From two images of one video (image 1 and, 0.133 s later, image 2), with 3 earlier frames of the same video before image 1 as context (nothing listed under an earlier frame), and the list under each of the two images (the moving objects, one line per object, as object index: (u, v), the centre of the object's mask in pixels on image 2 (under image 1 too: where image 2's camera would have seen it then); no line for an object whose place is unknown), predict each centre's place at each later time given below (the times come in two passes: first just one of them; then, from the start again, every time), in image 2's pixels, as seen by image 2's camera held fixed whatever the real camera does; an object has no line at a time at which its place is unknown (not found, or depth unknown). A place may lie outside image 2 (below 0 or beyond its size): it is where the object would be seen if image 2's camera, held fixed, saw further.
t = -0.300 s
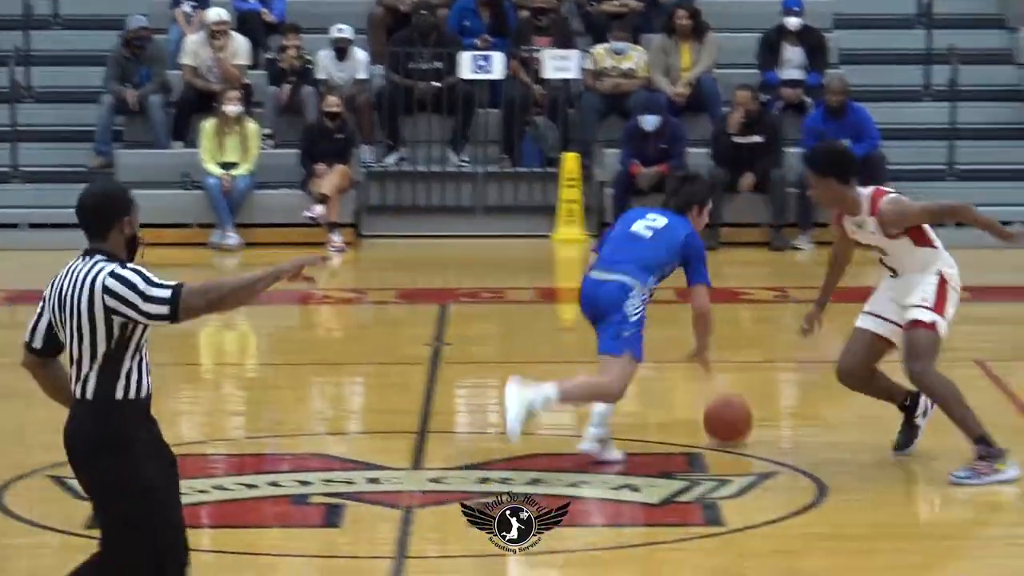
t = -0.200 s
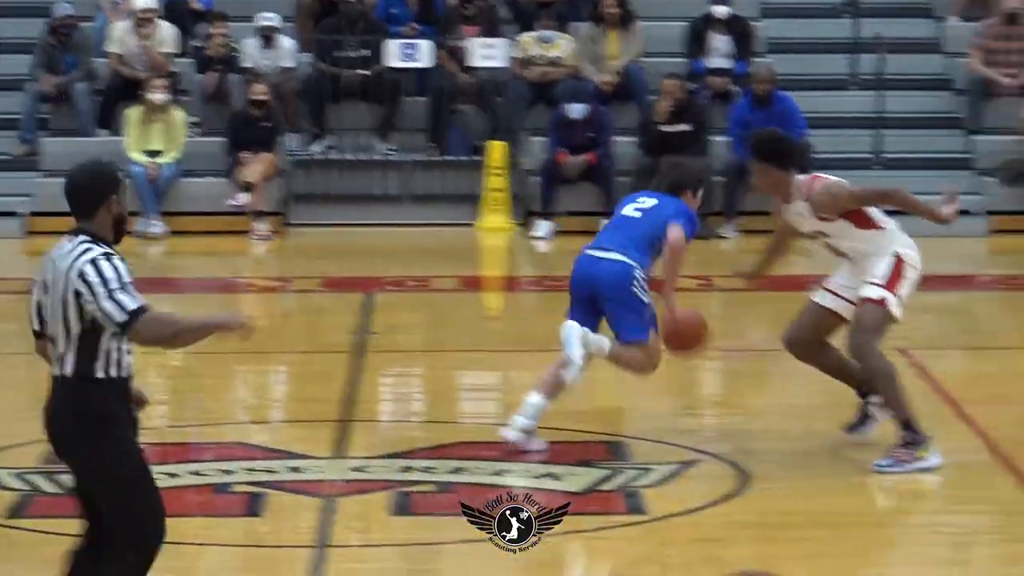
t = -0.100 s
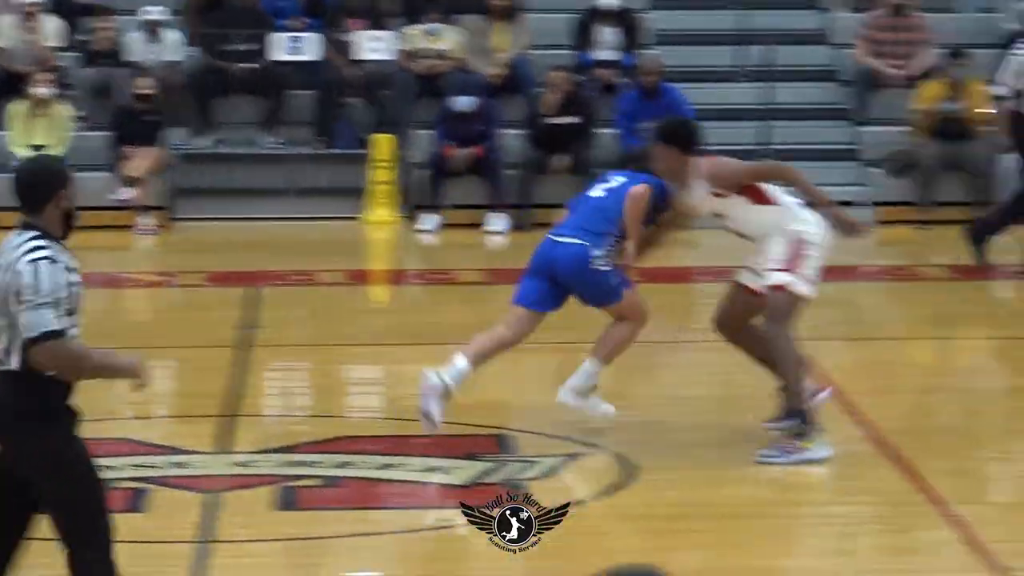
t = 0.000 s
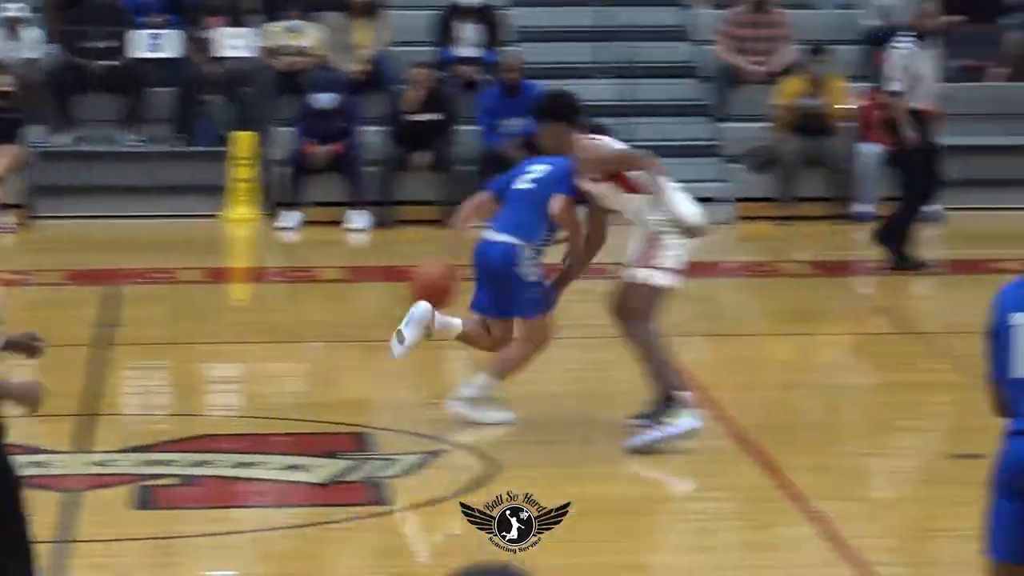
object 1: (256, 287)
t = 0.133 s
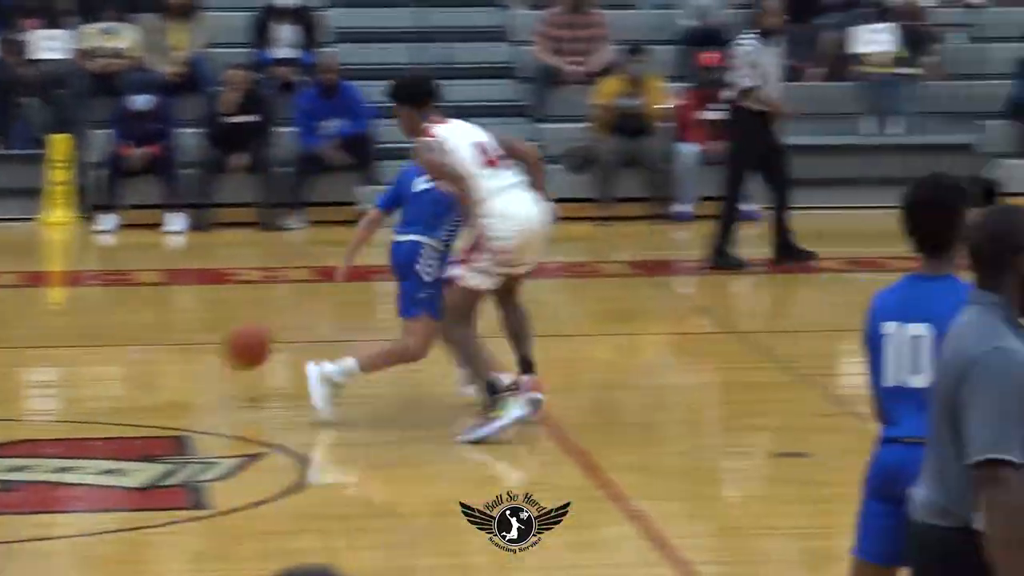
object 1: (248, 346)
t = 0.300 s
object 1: (277, 318)
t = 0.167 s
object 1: (246, 366)
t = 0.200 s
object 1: (250, 367)
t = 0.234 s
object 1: (258, 349)
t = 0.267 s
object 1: (268, 332)
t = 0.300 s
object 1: (277, 318)
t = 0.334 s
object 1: (285, 306)
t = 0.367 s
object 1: (293, 297)
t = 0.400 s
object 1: (301, 288)
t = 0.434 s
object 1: (308, 284)
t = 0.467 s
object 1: (317, 279)
